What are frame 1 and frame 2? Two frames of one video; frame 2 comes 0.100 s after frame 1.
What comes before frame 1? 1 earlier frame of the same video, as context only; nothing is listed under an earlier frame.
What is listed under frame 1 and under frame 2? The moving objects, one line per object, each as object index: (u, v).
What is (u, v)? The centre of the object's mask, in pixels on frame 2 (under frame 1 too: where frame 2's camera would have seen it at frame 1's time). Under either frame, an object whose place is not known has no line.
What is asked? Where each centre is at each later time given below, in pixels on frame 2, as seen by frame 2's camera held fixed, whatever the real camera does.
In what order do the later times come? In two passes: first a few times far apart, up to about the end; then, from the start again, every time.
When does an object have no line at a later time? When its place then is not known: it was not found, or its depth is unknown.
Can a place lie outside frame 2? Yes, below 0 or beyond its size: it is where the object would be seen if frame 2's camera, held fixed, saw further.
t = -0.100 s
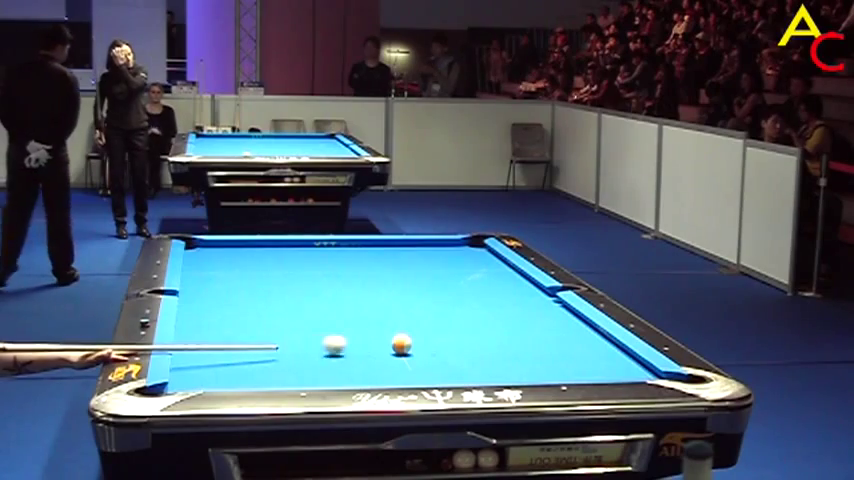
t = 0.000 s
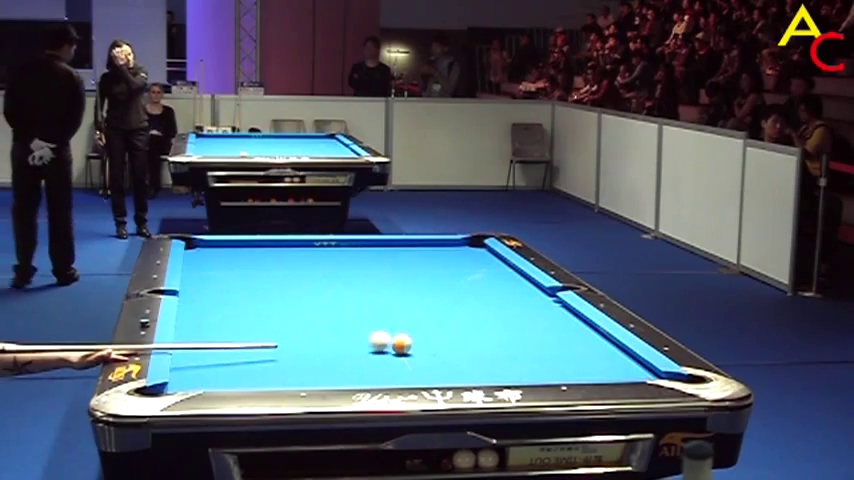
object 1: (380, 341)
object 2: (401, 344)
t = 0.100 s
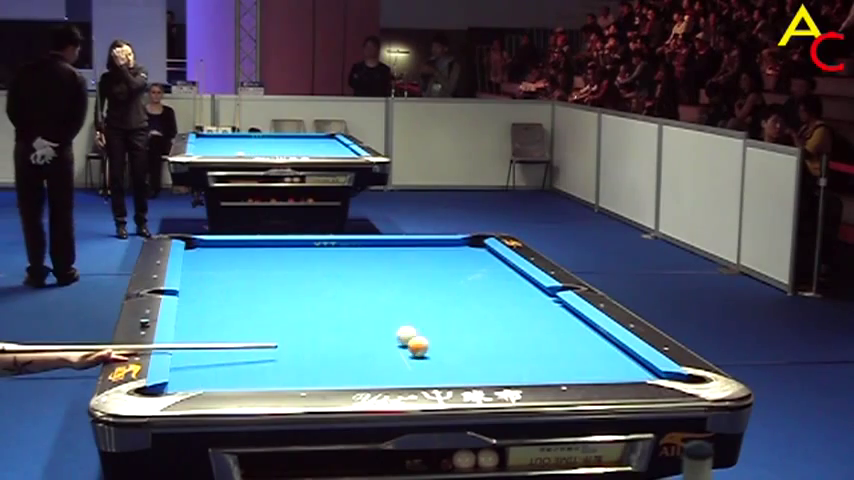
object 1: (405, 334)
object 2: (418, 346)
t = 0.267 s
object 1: (449, 327)
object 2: (445, 350)
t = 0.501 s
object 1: (503, 316)
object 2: (481, 355)
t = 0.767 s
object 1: (559, 304)
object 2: (523, 360)
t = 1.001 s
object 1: (524, 301)
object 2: (558, 366)
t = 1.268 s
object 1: (486, 297)
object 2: (599, 369)
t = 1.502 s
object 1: (455, 293)
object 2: (633, 371)
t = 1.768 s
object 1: (421, 290)
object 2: (672, 380)
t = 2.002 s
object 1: (394, 287)
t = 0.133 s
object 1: (414, 332)
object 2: (424, 347)
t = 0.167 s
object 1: (424, 330)
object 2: (429, 347)
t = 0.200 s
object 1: (432, 329)
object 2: (434, 348)
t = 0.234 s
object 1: (441, 328)
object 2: (439, 349)
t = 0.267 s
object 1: (449, 327)
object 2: (445, 350)
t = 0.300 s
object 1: (457, 325)
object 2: (450, 350)
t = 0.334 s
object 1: (465, 323)
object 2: (455, 351)
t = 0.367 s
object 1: (473, 322)
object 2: (460, 352)
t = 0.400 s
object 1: (481, 320)
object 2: (466, 353)
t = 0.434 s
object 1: (489, 318)
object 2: (471, 353)
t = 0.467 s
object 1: (496, 317)
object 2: (476, 354)
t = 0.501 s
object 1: (503, 316)
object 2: (481, 355)
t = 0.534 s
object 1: (511, 314)
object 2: (487, 355)
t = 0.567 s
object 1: (518, 313)
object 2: (492, 356)
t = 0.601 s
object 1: (525, 311)
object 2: (497, 357)
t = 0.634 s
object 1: (532, 310)
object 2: (502, 358)
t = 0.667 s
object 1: (538, 308)
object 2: (507, 359)
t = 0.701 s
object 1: (545, 307)
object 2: (513, 359)
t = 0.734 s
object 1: (552, 305)
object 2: (518, 360)
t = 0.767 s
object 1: (559, 304)
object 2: (523, 360)
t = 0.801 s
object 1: (555, 303)
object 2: (528, 361)
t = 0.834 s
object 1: (550, 303)
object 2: (533, 362)
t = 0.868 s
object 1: (544, 303)
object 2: (538, 363)
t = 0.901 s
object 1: (539, 302)
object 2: (543, 364)
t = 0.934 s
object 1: (534, 301)
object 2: (548, 364)
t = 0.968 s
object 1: (529, 301)
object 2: (554, 365)
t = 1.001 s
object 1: (524, 301)
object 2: (558, 366)
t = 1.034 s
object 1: (520, 300)
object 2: (564, 366)
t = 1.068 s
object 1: (515, 300)
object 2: (569, 367)
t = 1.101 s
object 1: (510, 299)
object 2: (574, 367)
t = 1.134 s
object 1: (505, 298)
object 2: (579, 368)
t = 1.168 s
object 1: (500, 298)
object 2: (584, 368)
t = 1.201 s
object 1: (496, 298)
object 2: (589, 369)
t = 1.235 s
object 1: (491, 297)
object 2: (593, 369)
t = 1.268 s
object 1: (486, 297)
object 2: (599, 369)
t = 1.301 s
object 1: (482, 296)
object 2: (604, 370)
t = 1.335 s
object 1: (477, 296)
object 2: (608, 370)
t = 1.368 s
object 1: (473, 295)
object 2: (613, 370)
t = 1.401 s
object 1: (468, 295)
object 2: (618, 371)
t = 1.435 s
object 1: (464, 295)
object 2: (623, 371)
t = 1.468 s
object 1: (459, 294)
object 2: (628, 371)
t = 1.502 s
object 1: (455, 293)
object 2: (633, 371)
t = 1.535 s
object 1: (451, 293)
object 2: (637, 372)
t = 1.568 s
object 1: (447, 293)
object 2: (642, 373)
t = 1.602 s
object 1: (442, 292)
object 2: (647, 373)
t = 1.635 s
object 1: (438, 292)
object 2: (652, 374)
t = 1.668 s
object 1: (434, 291)
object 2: (656, 374)
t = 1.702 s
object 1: (430, 291)
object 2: (661, 374)
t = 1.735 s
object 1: (425, 291)
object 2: (667, 376)
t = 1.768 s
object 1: (421, 290)
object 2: (672, 380)
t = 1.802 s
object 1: (417, 290)
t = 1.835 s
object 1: (413, 289)
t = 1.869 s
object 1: (409, 289)
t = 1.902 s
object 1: (405, 289)
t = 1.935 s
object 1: (402, 288)
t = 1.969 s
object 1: (398, 288)
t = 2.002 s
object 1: (394, 287)
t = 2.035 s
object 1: (390, 287)
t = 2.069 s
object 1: (386, 287)
